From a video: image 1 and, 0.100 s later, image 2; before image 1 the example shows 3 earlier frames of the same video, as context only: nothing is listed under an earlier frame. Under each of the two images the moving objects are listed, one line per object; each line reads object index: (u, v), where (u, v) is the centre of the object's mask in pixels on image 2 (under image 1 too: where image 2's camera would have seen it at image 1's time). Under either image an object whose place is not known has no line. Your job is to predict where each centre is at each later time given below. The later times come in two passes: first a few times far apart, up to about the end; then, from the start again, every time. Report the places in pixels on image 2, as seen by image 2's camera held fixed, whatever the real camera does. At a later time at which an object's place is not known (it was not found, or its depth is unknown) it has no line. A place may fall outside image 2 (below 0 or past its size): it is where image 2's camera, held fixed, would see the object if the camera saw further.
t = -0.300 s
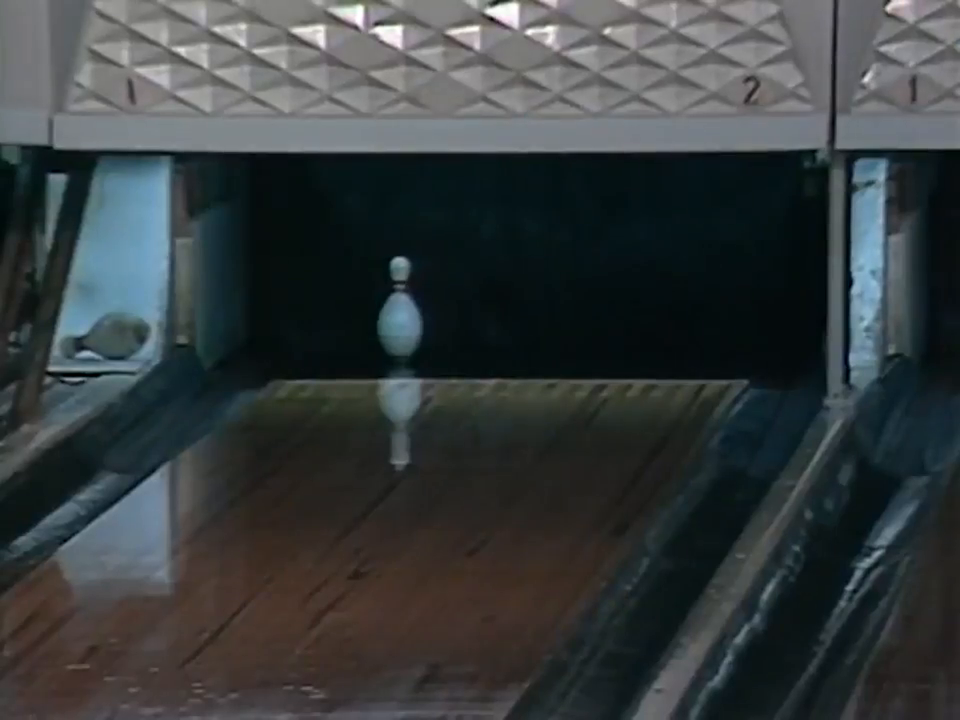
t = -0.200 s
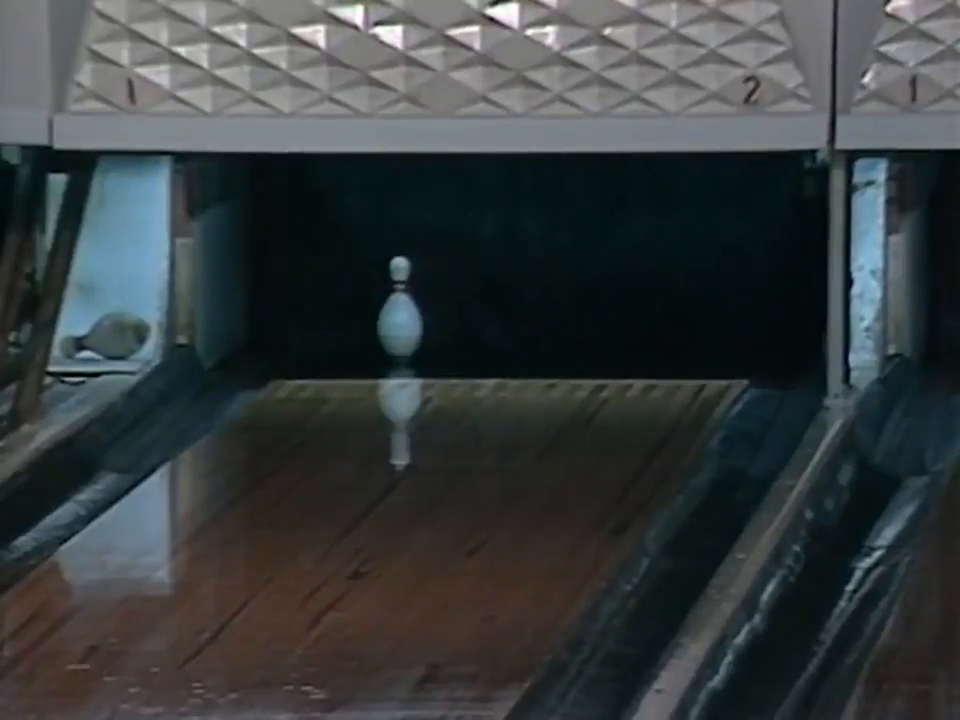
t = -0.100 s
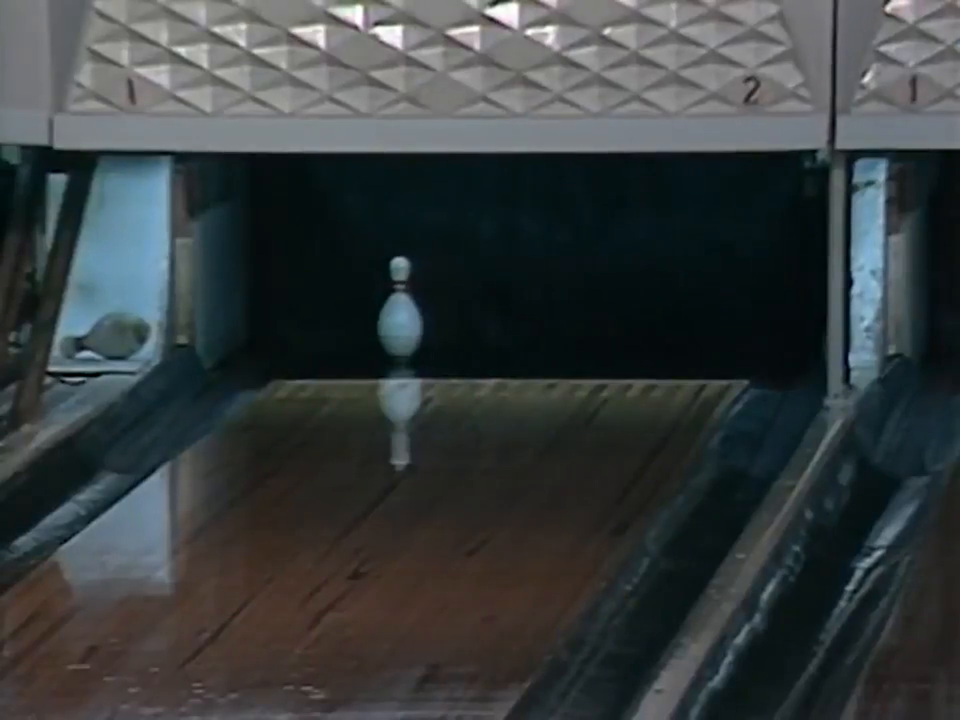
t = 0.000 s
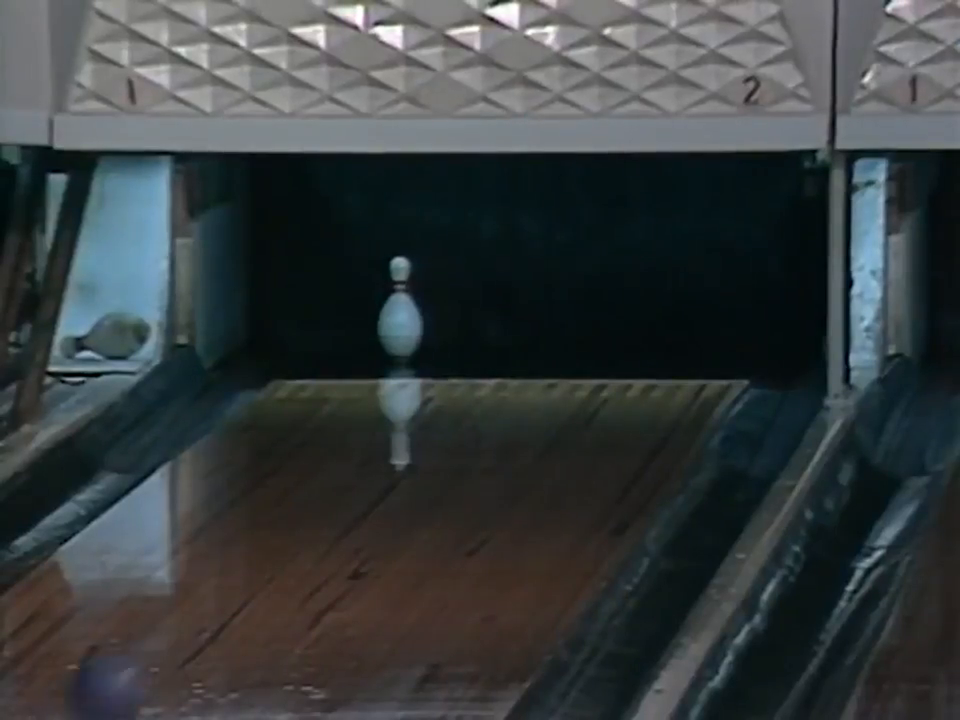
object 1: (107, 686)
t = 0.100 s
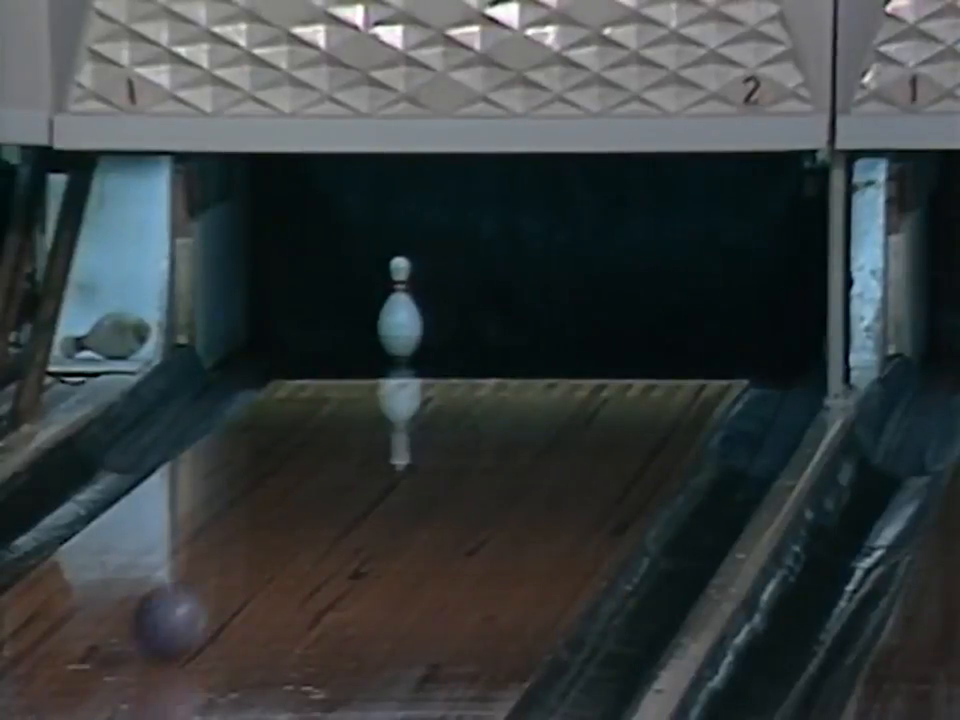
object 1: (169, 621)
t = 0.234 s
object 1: (243, 542)
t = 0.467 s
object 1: (334, 435)
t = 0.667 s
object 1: (395, 364)
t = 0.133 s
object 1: (187, 600)
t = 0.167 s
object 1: (205, 581)
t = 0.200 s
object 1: (226, 559)
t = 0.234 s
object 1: (243, 542)
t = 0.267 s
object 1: (257, 524)
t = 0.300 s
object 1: (271, 509)
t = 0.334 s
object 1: (284, 494)
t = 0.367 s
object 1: (297, 477)
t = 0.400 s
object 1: (309, 464)
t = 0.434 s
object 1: (322, 449)
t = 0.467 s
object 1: (334, 435)
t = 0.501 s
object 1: (346, 425)
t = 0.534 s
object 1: (357, 412)
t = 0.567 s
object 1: (365, 399)
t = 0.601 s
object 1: (375, 387)
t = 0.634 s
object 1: (384, 377)
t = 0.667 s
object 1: (395, 364)
